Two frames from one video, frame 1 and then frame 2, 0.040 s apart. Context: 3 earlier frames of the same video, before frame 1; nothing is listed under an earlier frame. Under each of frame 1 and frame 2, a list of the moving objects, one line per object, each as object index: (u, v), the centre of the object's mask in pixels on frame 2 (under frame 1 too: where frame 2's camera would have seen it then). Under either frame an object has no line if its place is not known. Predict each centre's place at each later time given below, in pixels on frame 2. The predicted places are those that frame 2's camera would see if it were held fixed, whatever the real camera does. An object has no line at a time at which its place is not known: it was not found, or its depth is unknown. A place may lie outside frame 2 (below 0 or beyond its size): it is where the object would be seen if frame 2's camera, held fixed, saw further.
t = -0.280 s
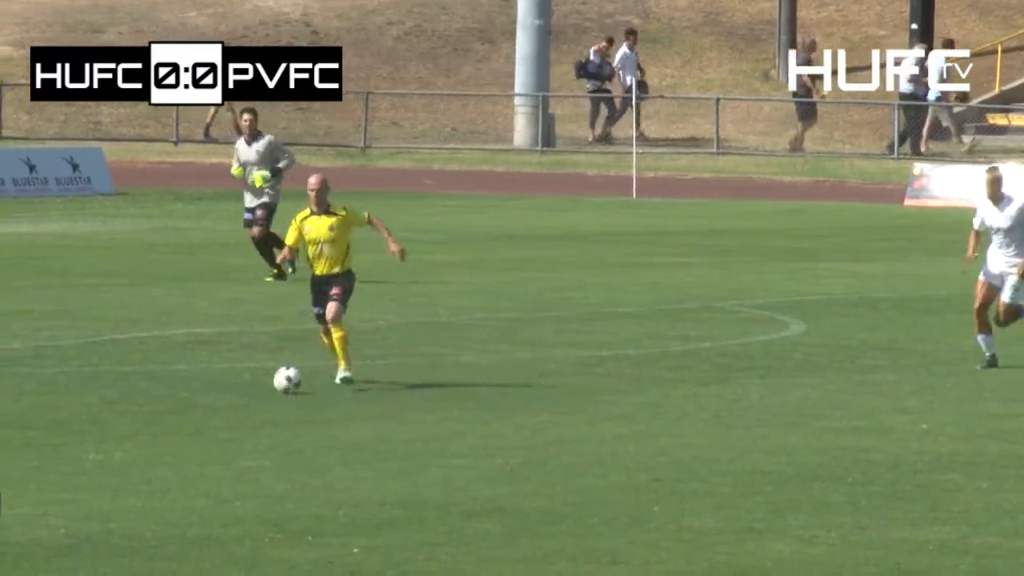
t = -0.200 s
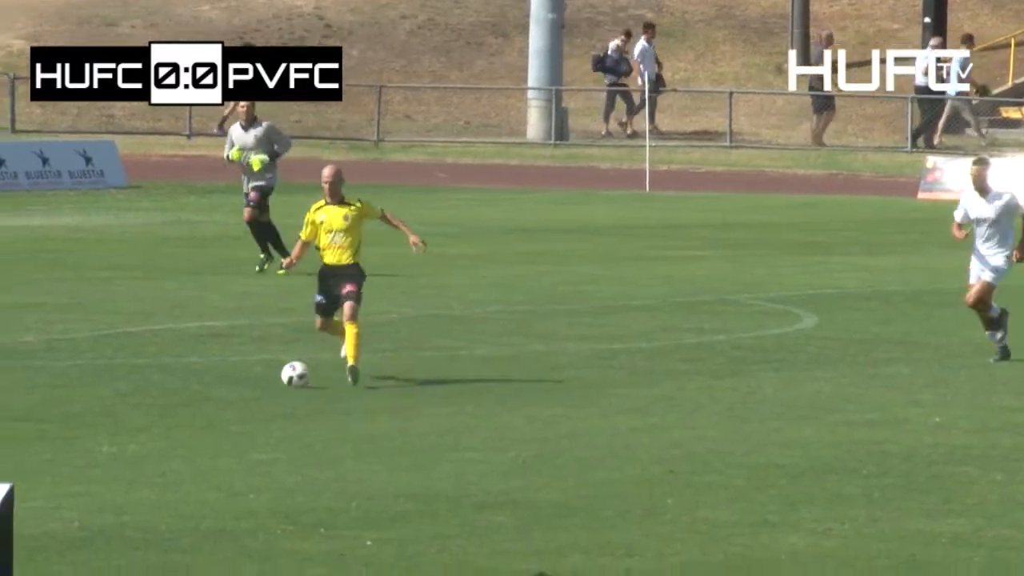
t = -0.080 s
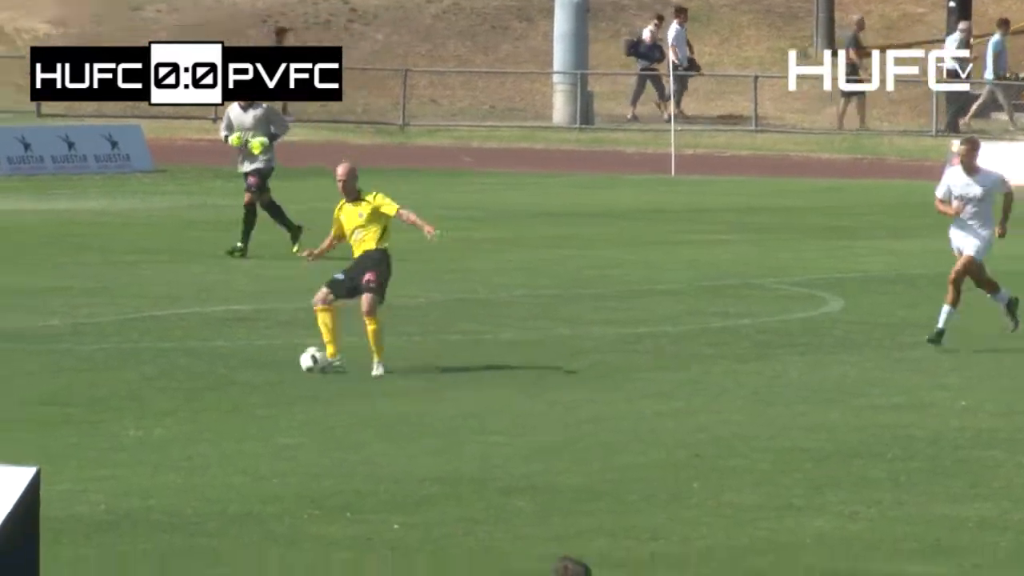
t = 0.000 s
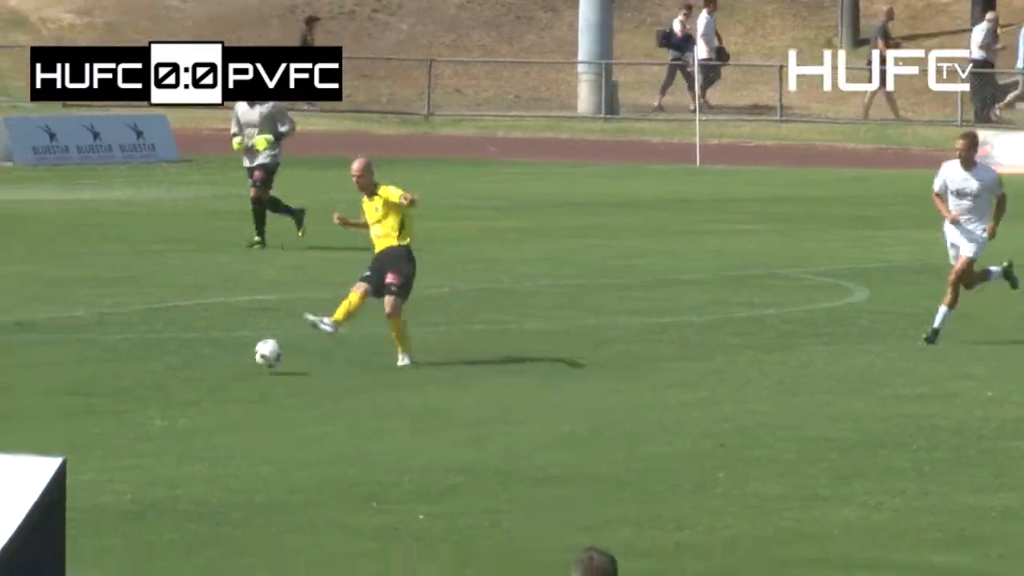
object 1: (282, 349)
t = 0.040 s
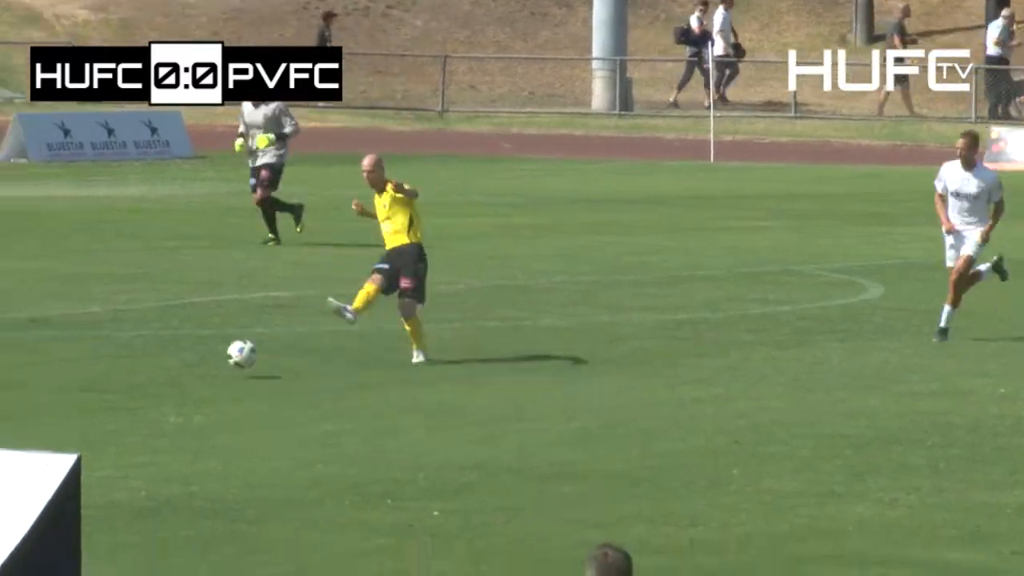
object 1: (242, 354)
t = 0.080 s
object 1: (202, 360)
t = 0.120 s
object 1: (163, 369)
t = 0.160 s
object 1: (127, 378)
